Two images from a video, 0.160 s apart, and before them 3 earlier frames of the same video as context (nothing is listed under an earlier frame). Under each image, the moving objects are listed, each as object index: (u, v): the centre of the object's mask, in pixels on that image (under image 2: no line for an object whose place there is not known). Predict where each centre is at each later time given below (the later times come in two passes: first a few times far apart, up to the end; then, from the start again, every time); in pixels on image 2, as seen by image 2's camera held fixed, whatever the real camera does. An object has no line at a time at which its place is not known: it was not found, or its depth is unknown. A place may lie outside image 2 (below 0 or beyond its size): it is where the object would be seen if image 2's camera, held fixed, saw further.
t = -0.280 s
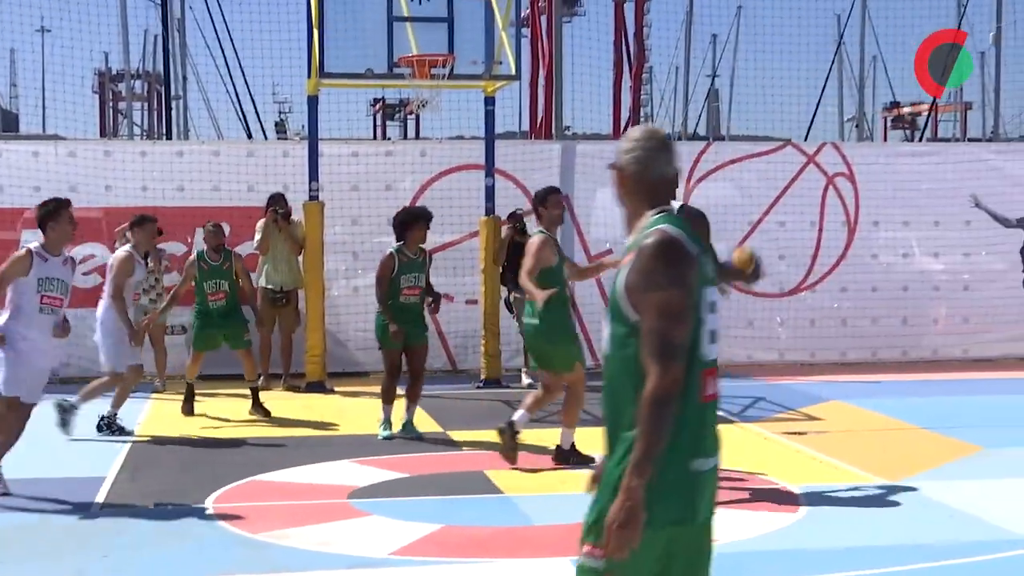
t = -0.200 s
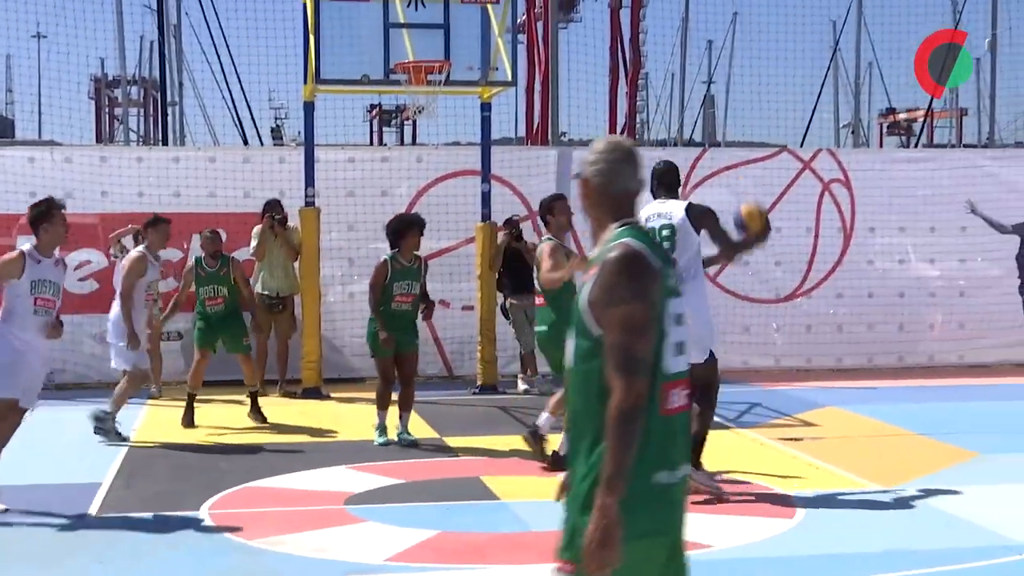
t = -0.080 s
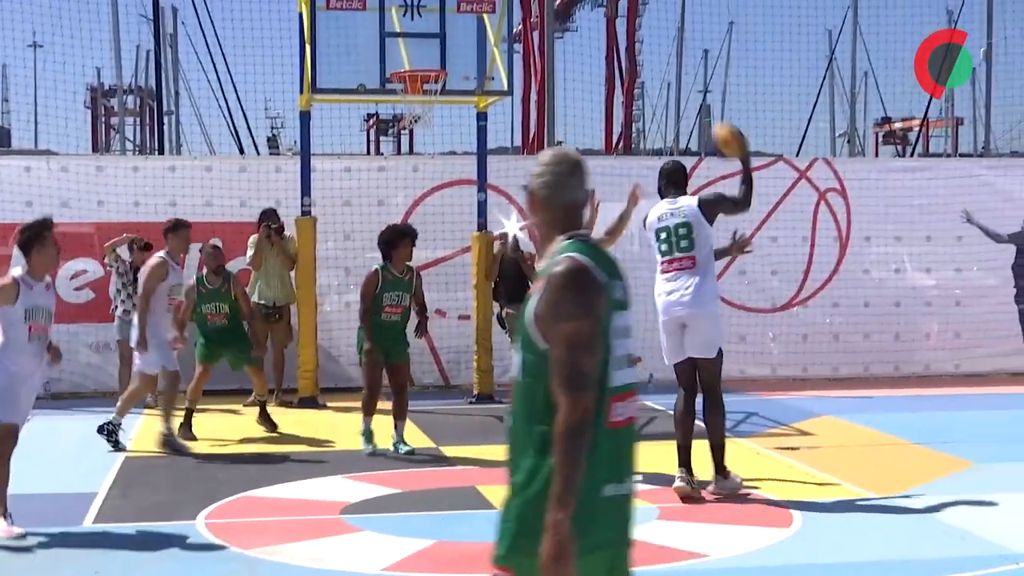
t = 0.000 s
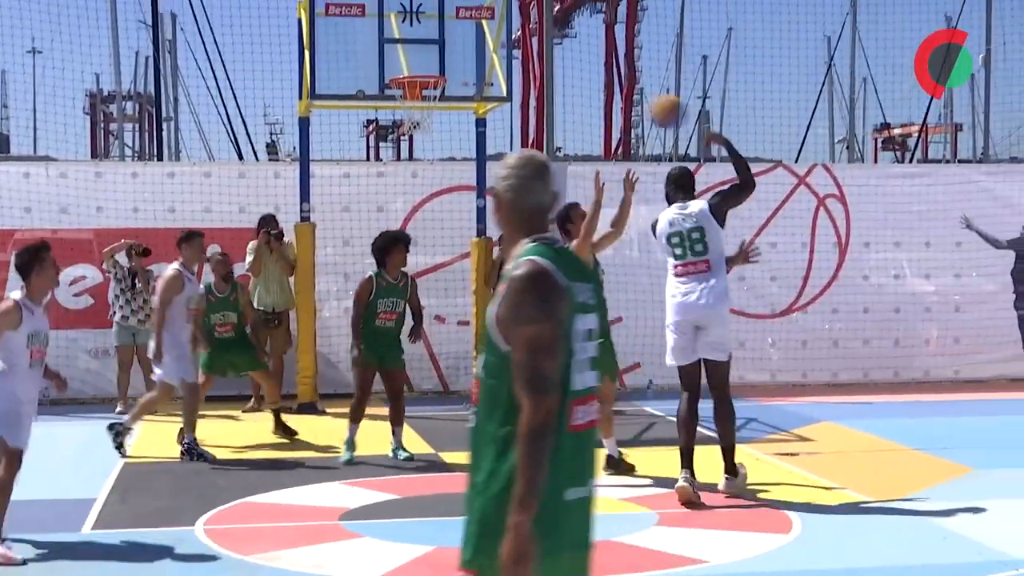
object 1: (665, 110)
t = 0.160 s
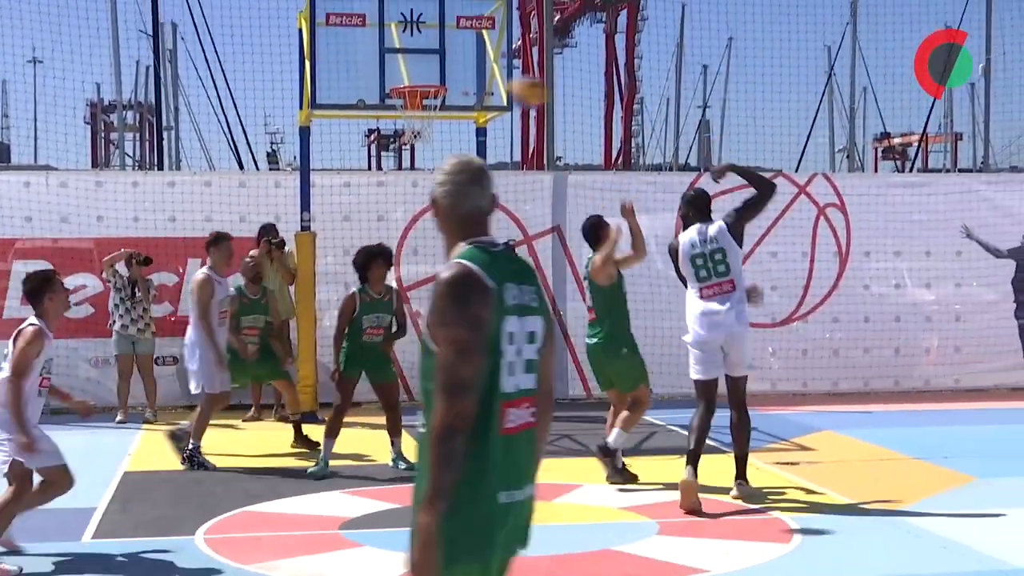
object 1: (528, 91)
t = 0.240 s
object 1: (456, 90)
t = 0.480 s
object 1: (232, 148)
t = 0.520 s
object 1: (195, 167)
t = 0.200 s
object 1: (490, 90)
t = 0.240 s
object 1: (456, 90)
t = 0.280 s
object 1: (419, 94)
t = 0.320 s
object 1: (383, 99)
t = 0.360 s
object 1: (348, 109)
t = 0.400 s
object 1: (309, 120)
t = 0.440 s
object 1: (272, 132)
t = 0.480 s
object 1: (232, 148)
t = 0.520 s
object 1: (195, 167)
